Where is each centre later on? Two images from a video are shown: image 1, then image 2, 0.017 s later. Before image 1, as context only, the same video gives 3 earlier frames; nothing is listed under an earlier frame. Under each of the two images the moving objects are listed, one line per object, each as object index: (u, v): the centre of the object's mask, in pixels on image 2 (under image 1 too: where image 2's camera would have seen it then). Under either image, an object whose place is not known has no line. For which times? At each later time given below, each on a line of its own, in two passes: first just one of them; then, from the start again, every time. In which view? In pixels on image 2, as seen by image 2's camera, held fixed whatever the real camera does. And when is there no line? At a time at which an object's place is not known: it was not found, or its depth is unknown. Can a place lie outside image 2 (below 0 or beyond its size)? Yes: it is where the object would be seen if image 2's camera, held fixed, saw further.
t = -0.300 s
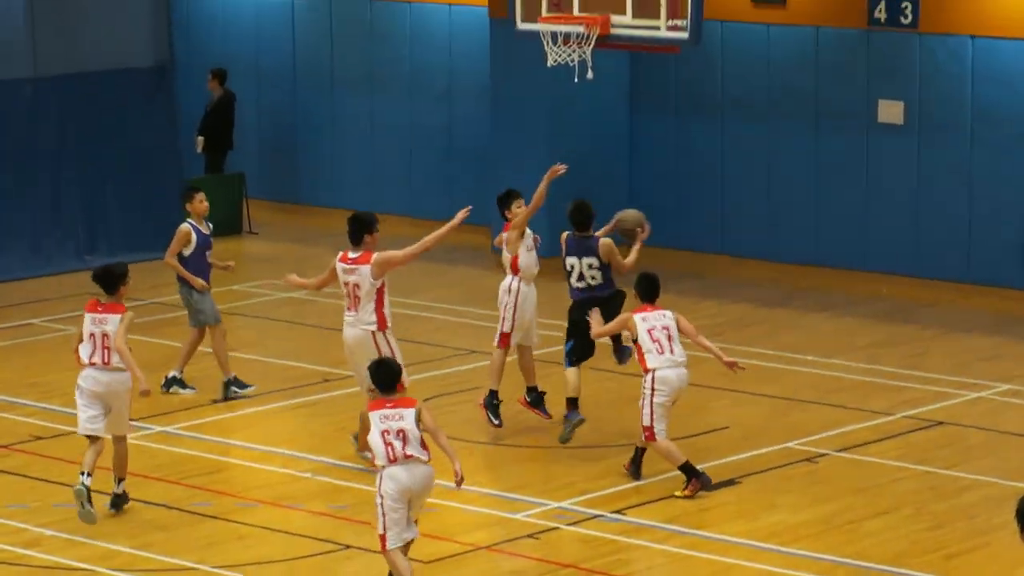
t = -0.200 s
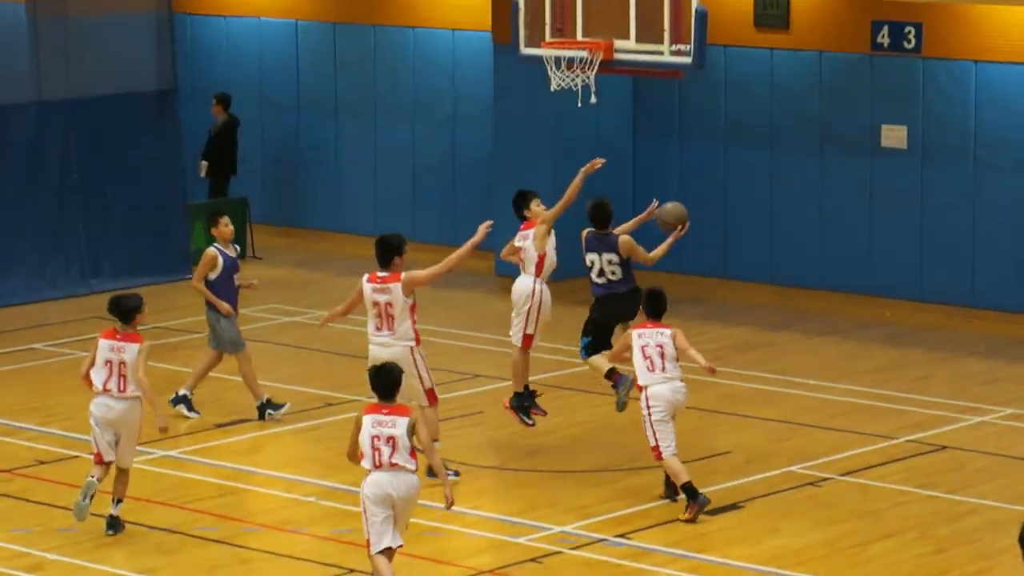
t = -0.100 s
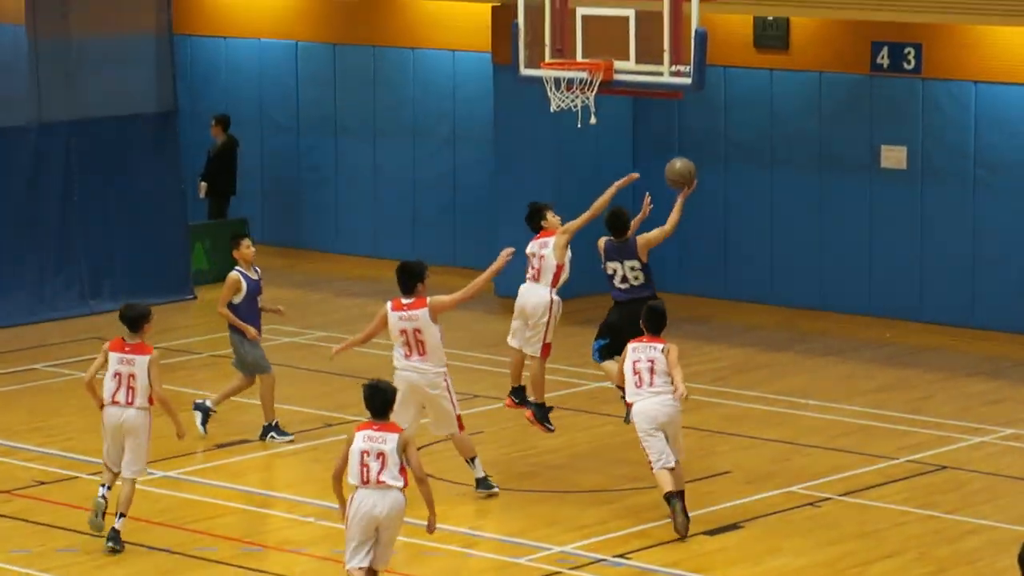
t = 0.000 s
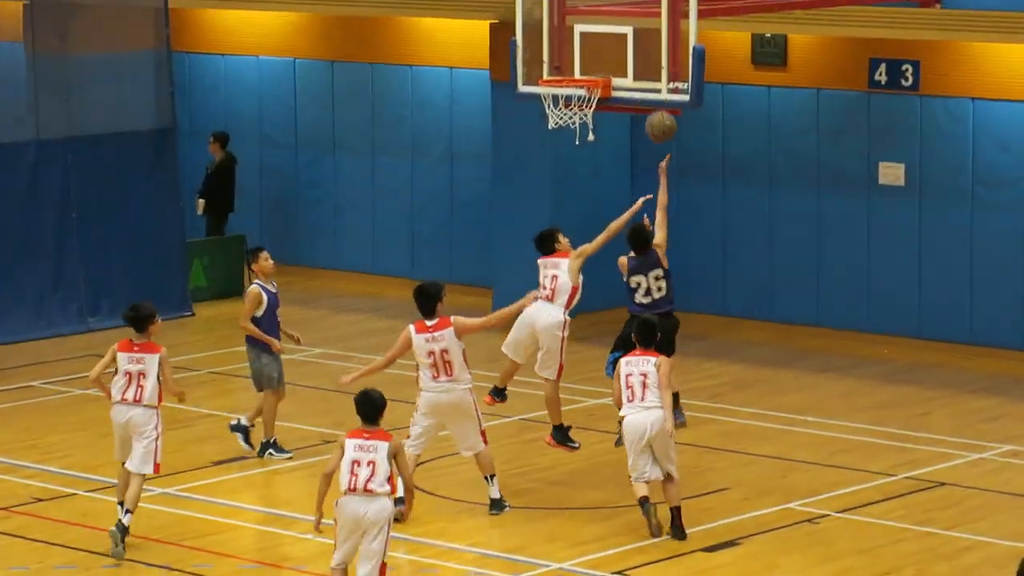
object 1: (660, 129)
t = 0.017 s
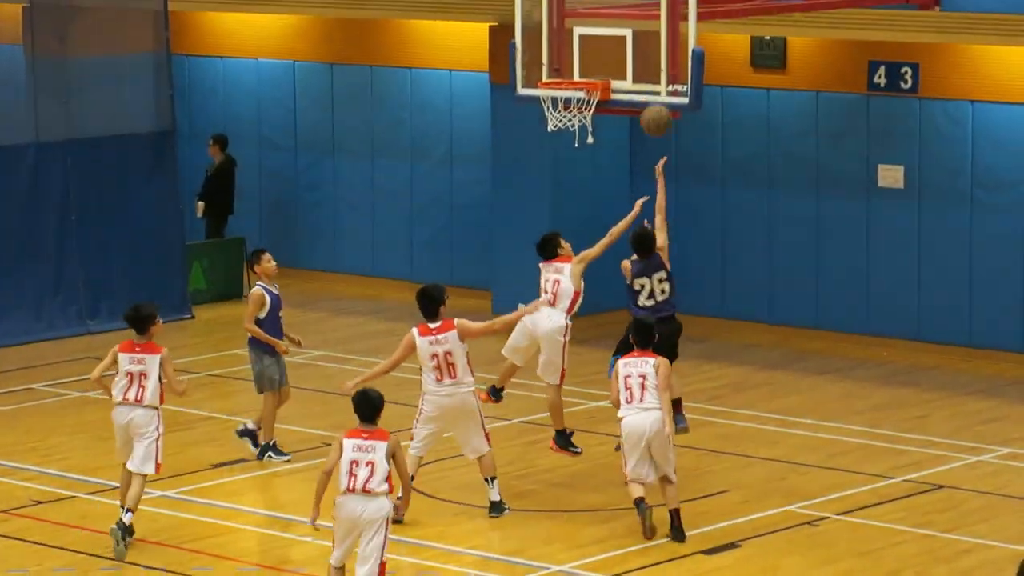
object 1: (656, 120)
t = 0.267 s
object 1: (605, 27)
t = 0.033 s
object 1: (653, 112)
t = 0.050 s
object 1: (650, 101)
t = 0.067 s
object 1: (645, 94)
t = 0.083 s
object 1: (642, 86)
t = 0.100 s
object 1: (639, 79)
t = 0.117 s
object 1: (636, 72)
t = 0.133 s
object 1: (632, 66)
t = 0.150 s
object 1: (628, 60)
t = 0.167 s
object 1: (625, 54)
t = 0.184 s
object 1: (622, 49)
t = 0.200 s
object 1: (618, 44)
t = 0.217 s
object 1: (615, 39)
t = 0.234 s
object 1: (612, 34)
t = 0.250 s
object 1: (608, 31)
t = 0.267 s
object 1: (605, 27)
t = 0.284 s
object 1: (601, 24)
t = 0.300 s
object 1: (598, 21)
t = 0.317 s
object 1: (594, 19)
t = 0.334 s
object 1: (591, 16)
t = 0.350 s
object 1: (589, 15)
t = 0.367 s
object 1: (585, 13)
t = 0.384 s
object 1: (581, 12)
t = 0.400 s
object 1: (579, 11)
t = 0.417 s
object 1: (576, 11)
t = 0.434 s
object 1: (573, 11)
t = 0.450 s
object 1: (570, 11)
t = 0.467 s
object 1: (567, 11)
